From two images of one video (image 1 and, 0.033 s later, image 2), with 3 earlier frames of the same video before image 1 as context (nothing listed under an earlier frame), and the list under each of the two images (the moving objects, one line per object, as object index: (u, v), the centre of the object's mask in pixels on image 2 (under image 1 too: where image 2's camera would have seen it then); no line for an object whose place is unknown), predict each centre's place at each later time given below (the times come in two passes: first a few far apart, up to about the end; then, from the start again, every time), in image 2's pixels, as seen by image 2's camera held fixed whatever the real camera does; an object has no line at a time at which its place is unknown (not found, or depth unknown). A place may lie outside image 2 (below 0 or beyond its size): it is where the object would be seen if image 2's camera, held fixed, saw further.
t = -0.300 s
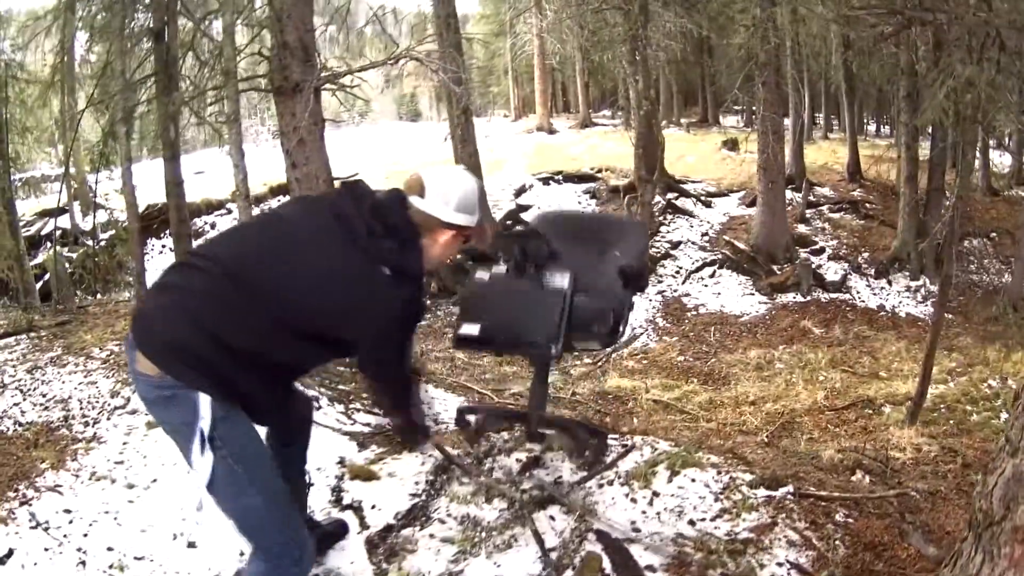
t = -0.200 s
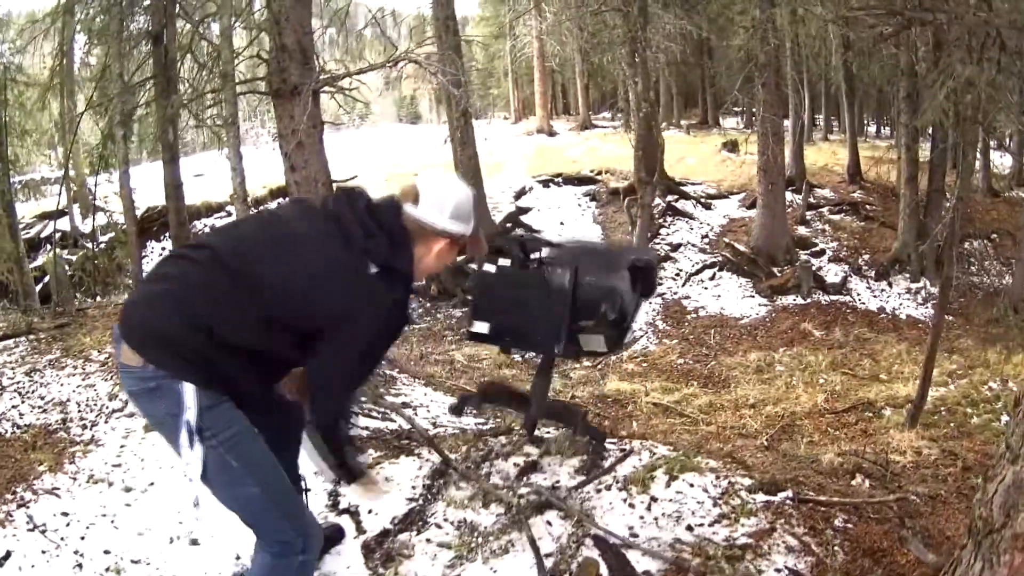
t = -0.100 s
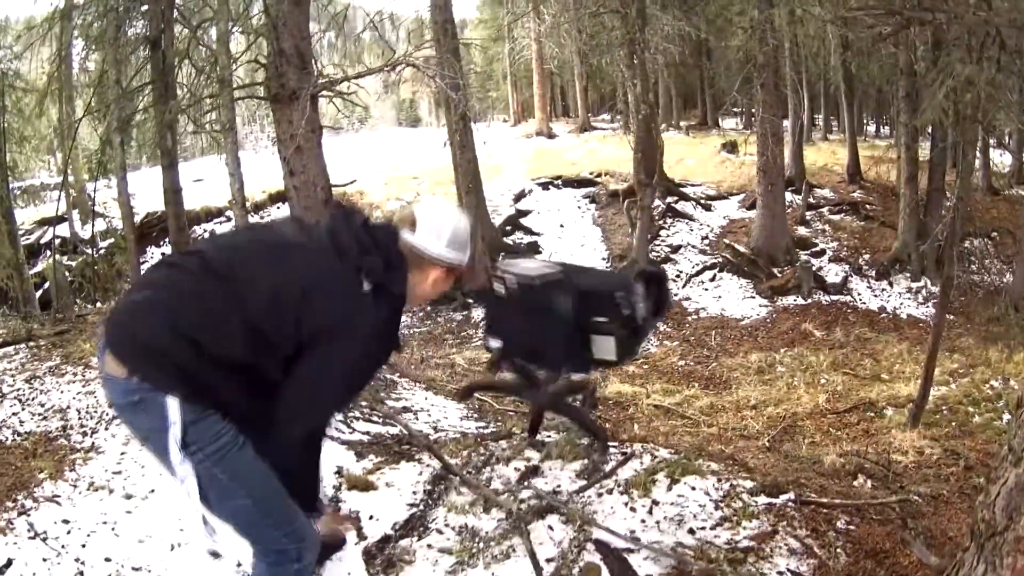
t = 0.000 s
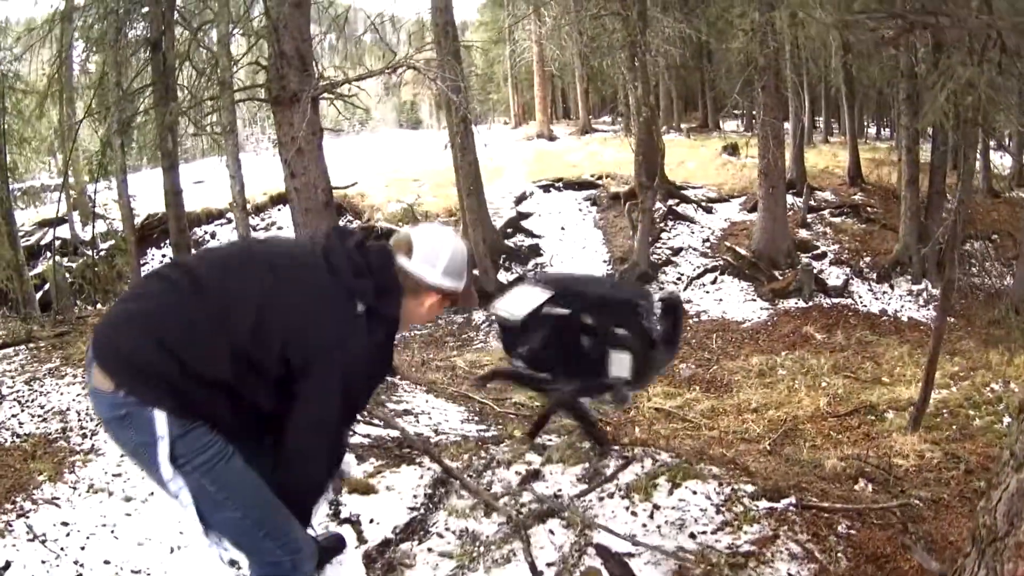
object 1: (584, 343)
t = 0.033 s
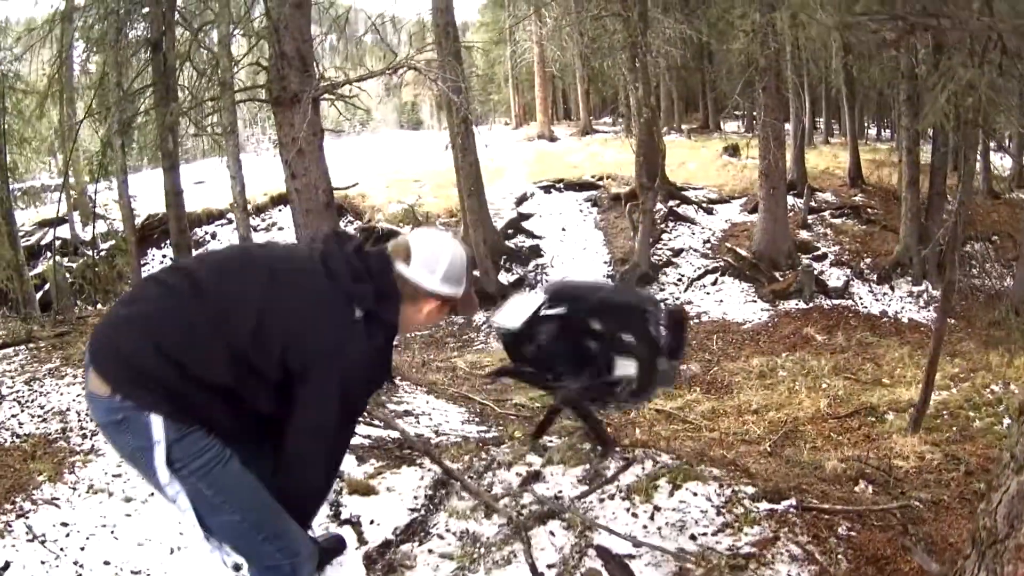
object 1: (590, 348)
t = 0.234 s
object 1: (615, 380)
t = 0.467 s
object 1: (640, 389)
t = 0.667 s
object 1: (658, 394)
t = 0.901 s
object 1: (622, 396)
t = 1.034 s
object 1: (617, 394)
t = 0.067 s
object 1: (594, 353)
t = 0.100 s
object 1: (602, 364)
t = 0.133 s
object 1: (606, 373)
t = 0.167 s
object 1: (607, 379)
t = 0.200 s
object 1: (612, 381)
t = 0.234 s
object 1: (615, 380)
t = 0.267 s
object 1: (618, 380)
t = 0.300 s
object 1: (622, 379)
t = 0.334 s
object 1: (632, 378)
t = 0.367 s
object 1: (639, 379)
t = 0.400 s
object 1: (638, 382)
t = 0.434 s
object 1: (637, 385)
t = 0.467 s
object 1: (640, 389)
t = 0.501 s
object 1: (644, 392)
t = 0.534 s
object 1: (652, 395)
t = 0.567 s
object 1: (652, 400)
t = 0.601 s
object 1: (651, 399)
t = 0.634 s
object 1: (663, 396)
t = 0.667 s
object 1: (658, 394)
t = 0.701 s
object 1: (645, 394)
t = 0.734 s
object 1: (642, 395)
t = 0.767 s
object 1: (631, 397)
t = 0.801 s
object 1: (631, 398)
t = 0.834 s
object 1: (626, 399)
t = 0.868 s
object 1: (624, 398)
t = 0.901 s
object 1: (622, 396)
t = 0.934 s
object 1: (621, 396)
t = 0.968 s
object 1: (620, 396)
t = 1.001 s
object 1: (620, 395)
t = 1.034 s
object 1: (617, 394)
